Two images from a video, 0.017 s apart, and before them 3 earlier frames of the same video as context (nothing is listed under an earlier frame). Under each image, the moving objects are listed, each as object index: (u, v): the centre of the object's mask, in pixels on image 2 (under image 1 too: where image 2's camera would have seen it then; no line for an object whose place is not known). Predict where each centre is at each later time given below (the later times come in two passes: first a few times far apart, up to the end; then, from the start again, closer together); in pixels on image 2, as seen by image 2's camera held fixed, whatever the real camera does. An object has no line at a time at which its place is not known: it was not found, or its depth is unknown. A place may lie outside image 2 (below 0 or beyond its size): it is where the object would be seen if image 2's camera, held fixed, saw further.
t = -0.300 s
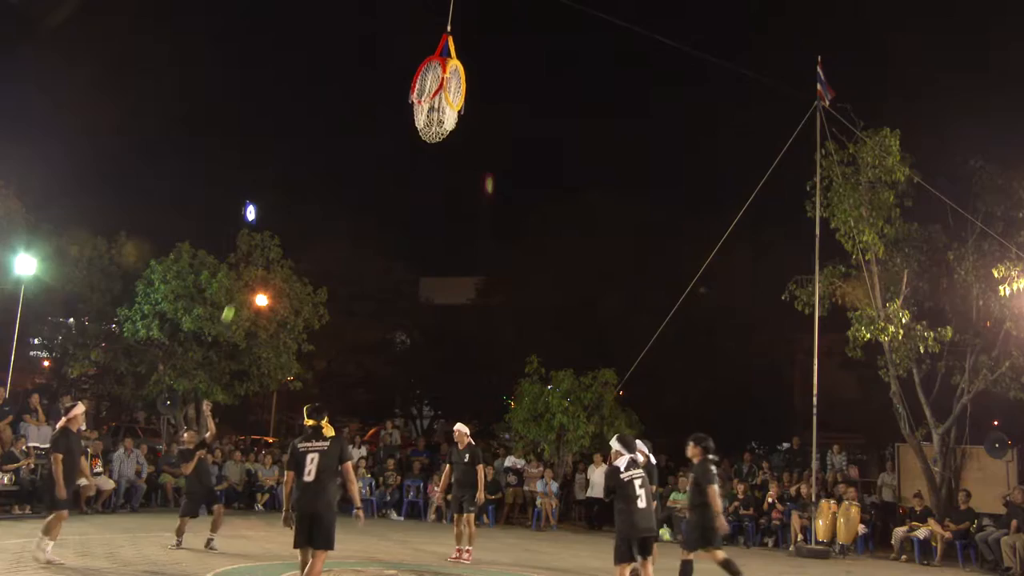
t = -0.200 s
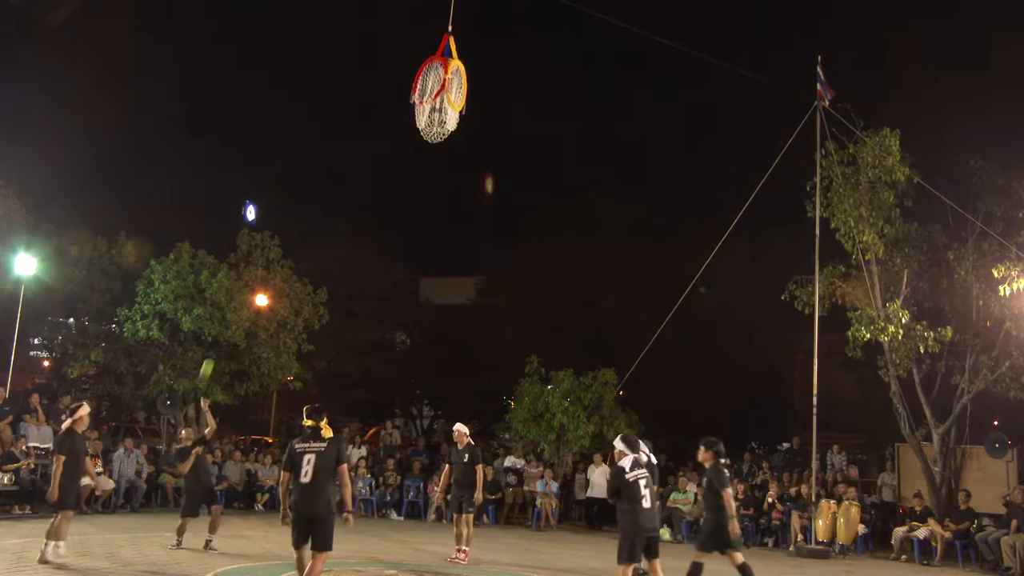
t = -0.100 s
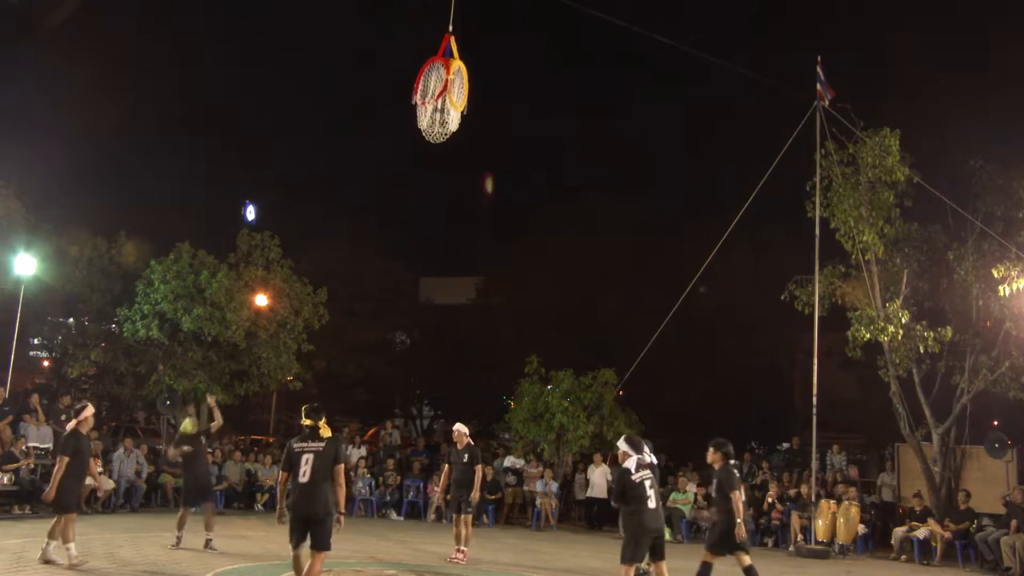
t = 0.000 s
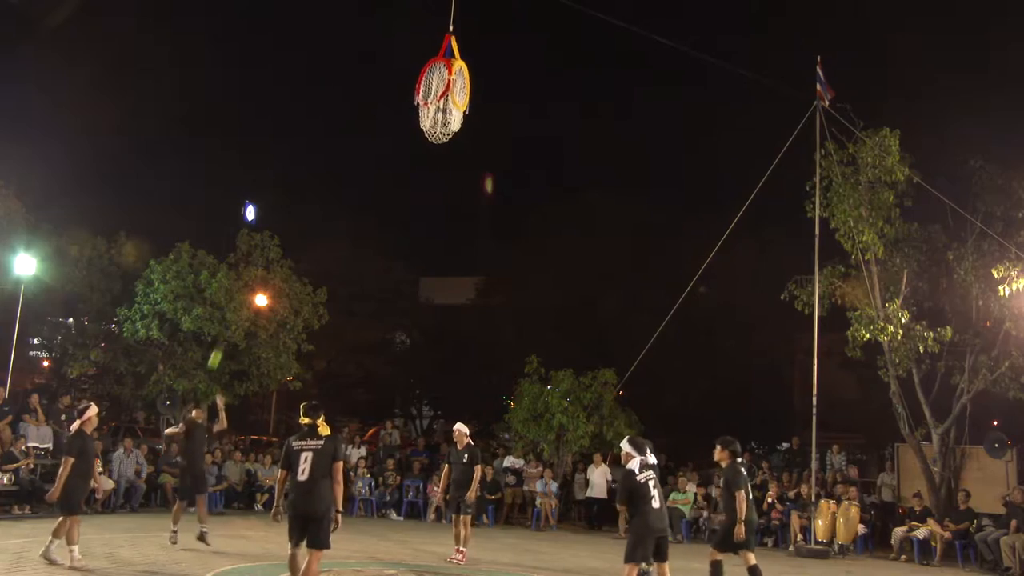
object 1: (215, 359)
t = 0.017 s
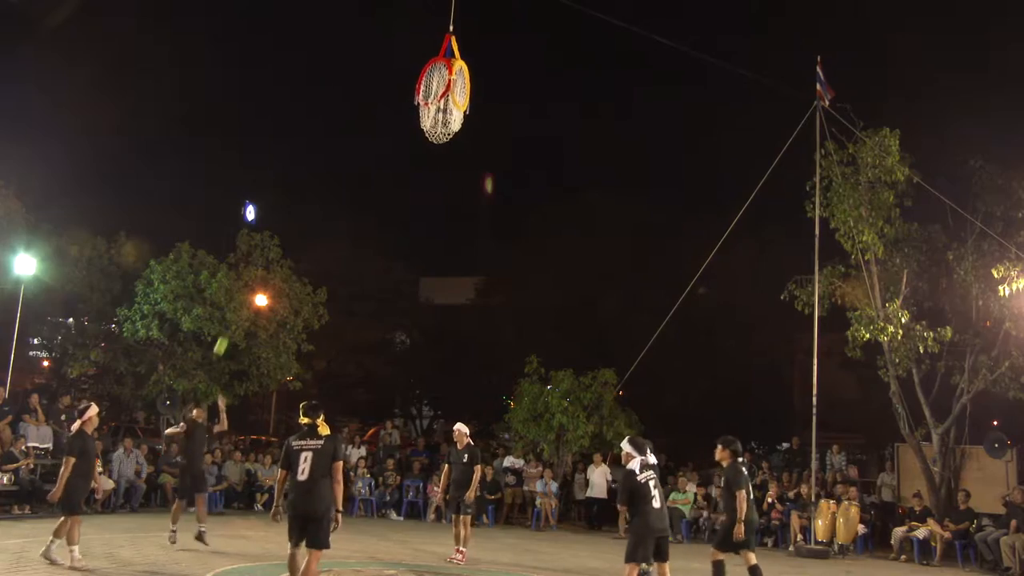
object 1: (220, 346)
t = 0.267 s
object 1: (293, 206)
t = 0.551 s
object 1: (369, 104)
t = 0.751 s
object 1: (421, 68)
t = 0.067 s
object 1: (235, 315)
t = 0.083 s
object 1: (241, 302)
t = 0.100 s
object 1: (244, 296)
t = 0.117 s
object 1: (250, 284)
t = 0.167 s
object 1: (265, 256)
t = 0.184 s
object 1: (270, 245)
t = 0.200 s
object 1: (273, 239)
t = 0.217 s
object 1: (278, 230)
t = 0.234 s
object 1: (284, 221)
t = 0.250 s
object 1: (287, 215)
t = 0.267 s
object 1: (293, 206)
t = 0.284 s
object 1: (298, 198)
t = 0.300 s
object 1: (302, 191)
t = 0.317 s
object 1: (306, 183)
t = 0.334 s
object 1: (312, 176)
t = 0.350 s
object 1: (315, 171)
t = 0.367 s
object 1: (320, 164)
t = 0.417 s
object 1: (333, 145)
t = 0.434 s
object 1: (338, 139)
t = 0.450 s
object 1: (342, 134)
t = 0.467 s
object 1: (347, 128)
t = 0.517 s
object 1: (360, 113)
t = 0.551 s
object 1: (369, 104)
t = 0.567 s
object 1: (373, 100)
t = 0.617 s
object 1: (386, 89)
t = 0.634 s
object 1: (391, 85)
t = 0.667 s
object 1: (399, 80)
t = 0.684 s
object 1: (404, 77)
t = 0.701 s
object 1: (408, 74)
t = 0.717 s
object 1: (413, 71)
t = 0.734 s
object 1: (417, 69)
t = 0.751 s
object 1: (421, 68)
